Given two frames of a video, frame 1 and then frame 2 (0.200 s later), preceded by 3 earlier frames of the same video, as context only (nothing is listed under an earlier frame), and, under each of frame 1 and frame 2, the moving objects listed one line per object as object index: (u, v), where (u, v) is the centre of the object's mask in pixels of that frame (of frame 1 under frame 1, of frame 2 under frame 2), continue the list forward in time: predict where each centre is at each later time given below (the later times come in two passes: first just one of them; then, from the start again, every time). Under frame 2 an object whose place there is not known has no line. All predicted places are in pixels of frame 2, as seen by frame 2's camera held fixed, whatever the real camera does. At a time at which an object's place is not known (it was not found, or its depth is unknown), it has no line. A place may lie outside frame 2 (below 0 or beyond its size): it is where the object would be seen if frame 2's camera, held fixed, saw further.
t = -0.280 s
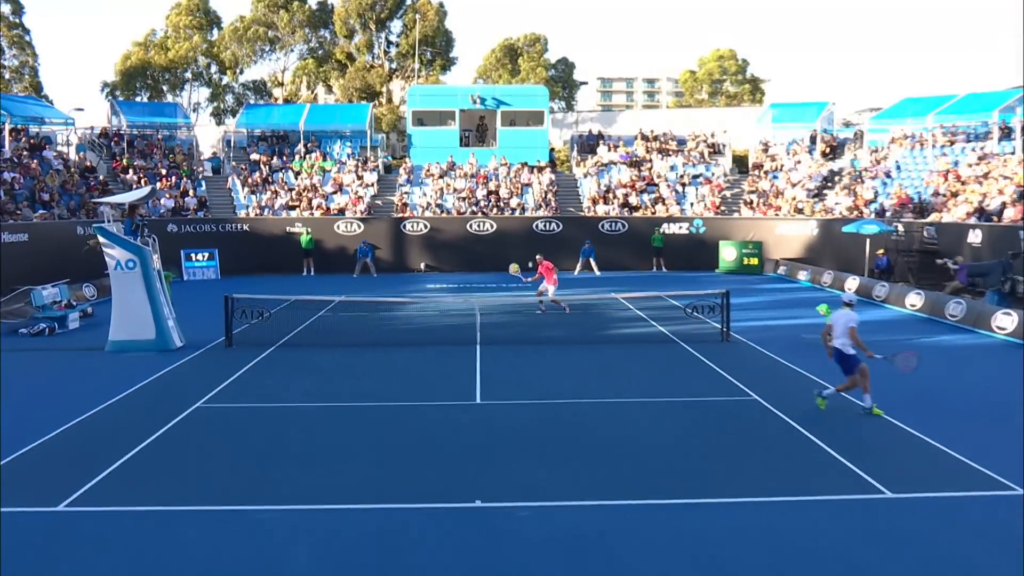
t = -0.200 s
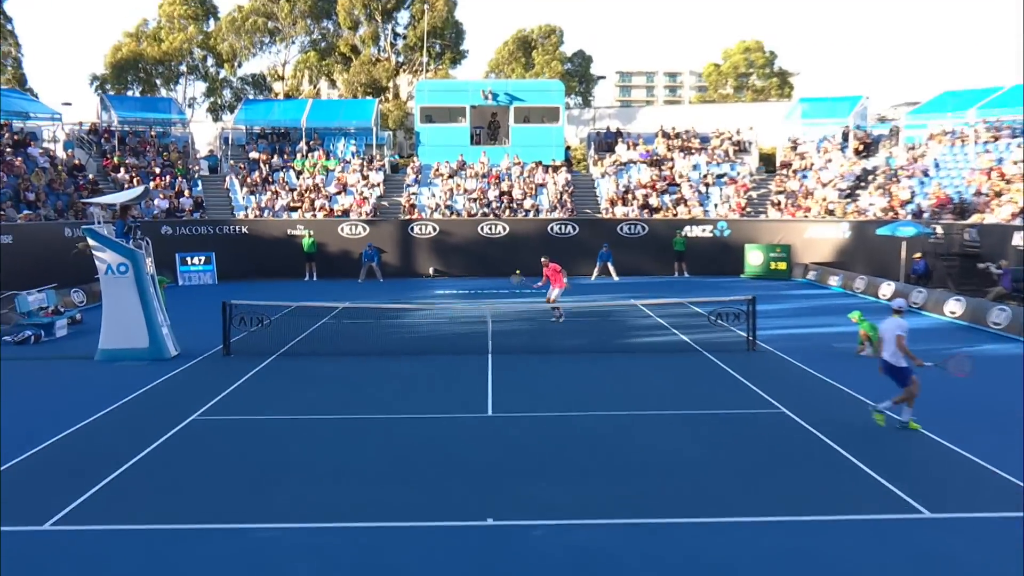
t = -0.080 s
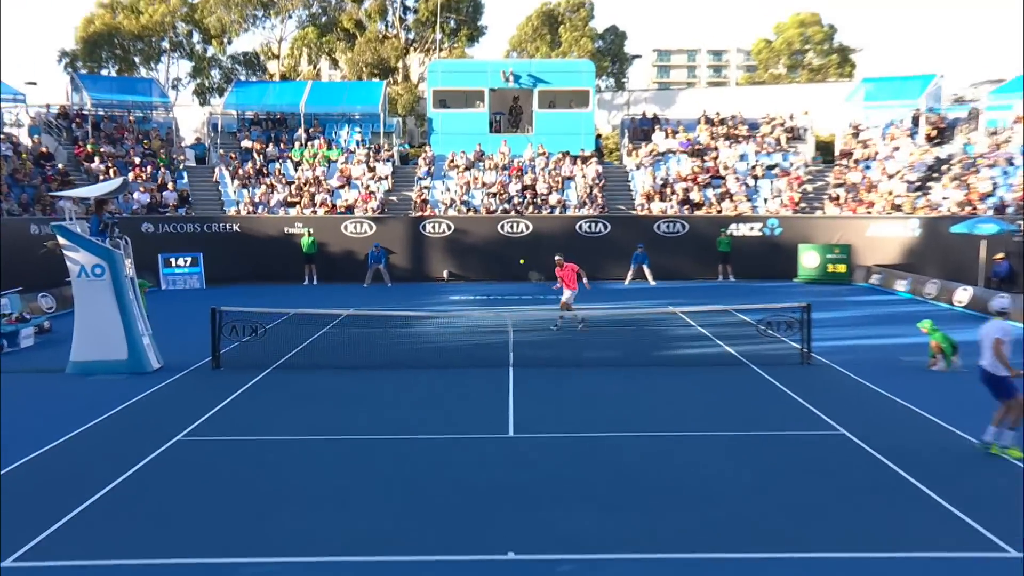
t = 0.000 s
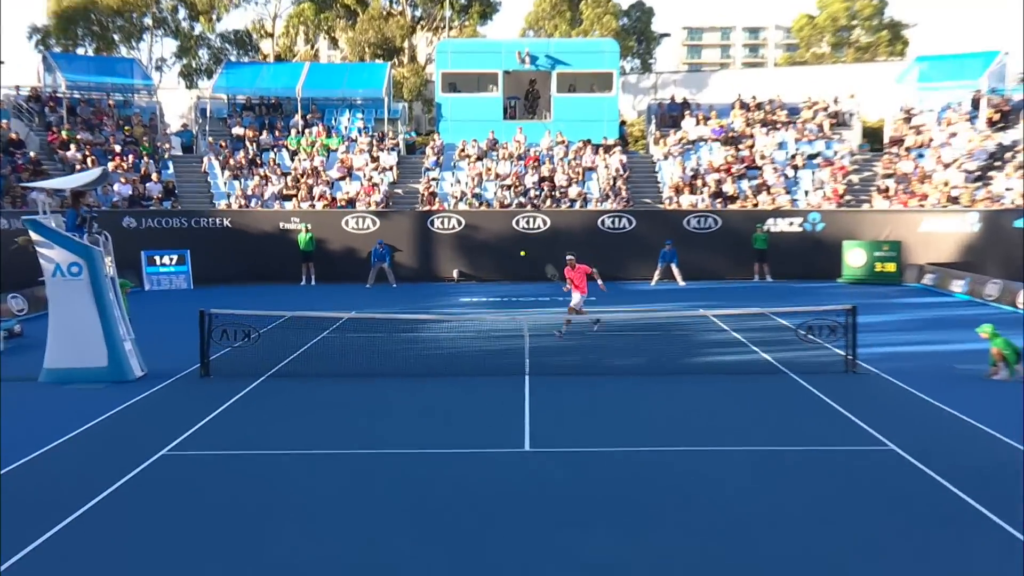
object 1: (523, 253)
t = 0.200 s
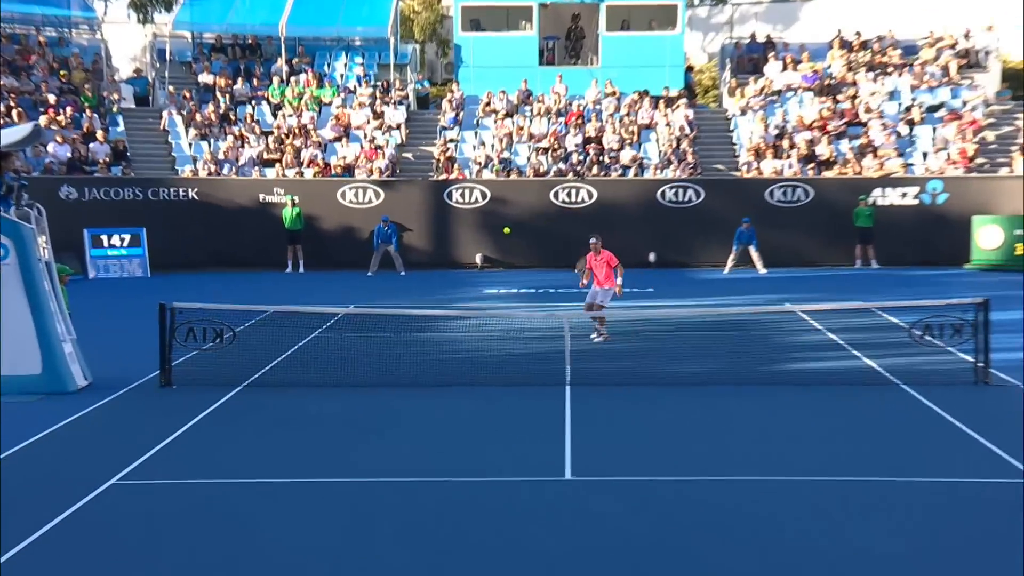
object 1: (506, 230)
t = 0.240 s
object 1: (494, 231)
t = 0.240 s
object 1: (494, 231)
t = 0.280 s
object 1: (482, 232)
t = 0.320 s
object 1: (469, 235)
